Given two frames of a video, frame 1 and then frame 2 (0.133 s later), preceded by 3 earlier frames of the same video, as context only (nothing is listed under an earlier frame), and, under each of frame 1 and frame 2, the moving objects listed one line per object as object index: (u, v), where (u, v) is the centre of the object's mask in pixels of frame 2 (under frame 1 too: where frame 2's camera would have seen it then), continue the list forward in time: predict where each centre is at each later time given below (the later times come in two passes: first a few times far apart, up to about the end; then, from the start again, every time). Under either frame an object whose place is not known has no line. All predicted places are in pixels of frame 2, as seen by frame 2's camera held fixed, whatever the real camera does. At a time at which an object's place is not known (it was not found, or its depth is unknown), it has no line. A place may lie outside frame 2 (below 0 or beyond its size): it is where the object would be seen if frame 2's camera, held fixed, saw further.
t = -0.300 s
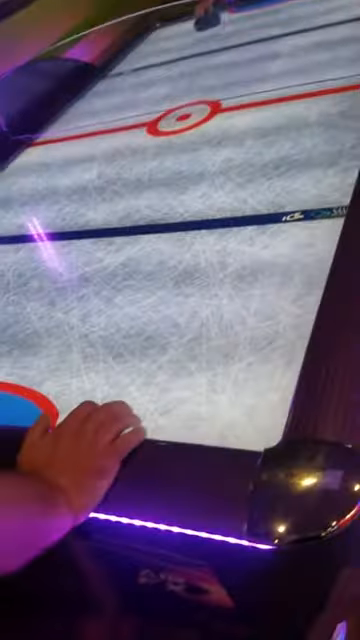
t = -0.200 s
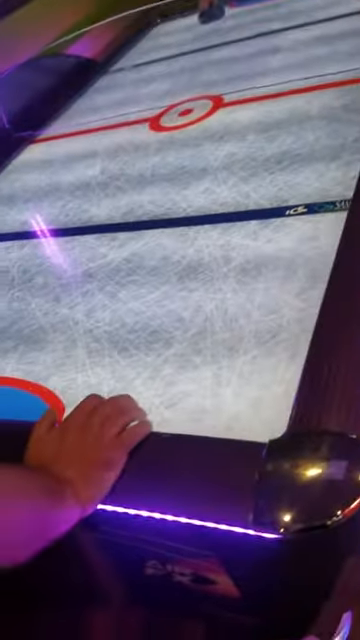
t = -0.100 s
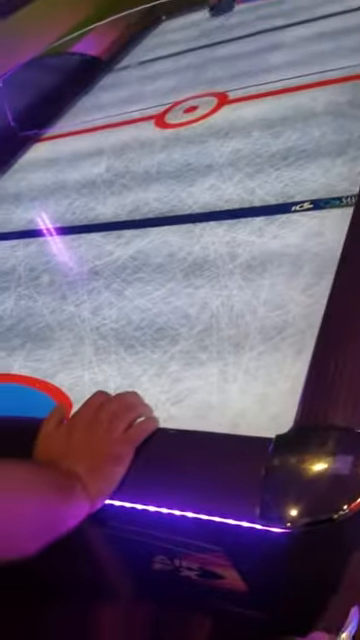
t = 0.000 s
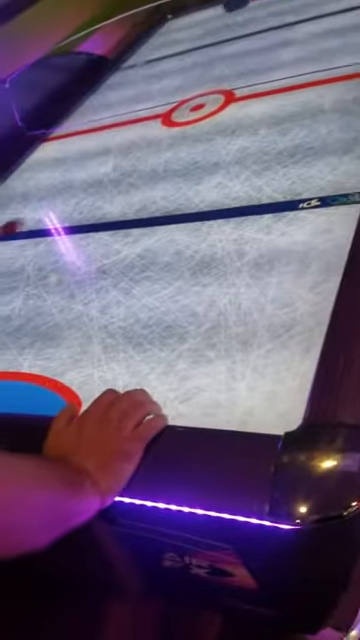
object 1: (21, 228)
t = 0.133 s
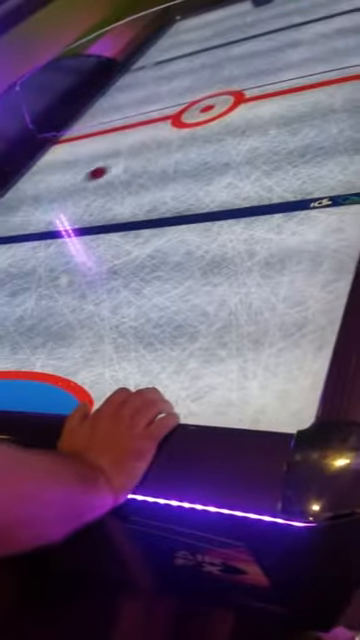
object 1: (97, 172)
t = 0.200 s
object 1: (131, 147)
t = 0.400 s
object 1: (225, 77)
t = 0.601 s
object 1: (301, 21)
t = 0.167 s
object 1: (114, 159)
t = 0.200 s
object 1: (131, 147)
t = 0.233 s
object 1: (148, 134)
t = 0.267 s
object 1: (163, 122)
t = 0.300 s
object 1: (179, 110)
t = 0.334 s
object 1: (196, 99)
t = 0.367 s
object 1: (210, 88)
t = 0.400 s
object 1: (225, 77)
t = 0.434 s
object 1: (239, 67)
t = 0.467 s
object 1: (252, 57)
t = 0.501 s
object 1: (265, 47)
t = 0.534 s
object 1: (277, 37)
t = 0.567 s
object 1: (288, 30)
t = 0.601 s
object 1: (301, 21)
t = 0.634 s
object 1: (312, 13)
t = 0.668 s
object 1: (322, 5)
